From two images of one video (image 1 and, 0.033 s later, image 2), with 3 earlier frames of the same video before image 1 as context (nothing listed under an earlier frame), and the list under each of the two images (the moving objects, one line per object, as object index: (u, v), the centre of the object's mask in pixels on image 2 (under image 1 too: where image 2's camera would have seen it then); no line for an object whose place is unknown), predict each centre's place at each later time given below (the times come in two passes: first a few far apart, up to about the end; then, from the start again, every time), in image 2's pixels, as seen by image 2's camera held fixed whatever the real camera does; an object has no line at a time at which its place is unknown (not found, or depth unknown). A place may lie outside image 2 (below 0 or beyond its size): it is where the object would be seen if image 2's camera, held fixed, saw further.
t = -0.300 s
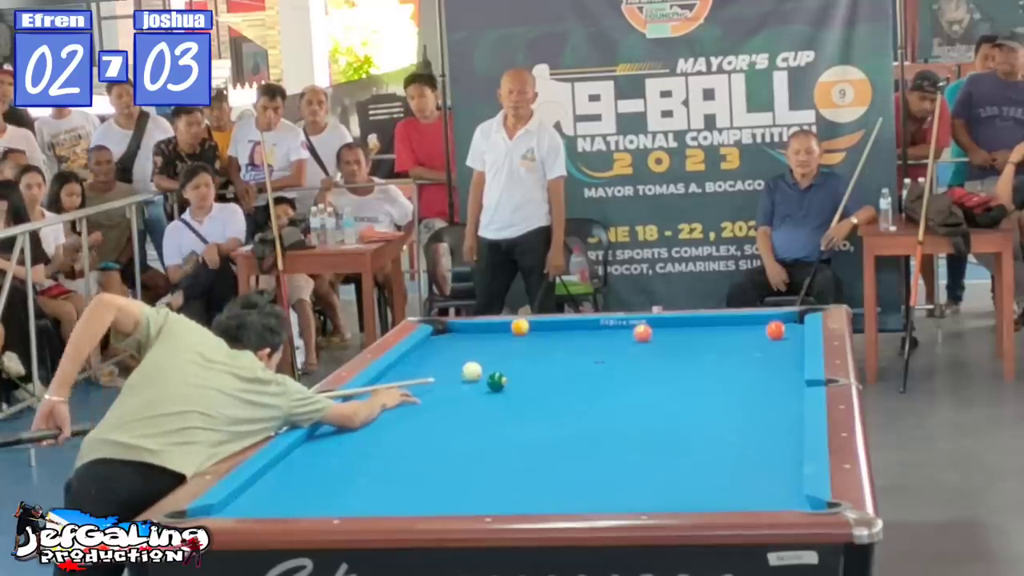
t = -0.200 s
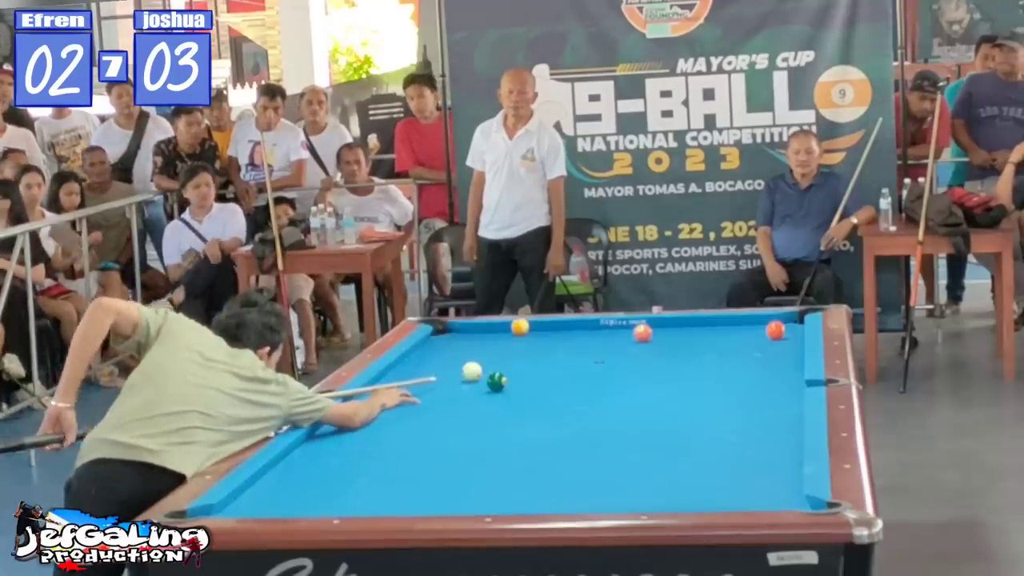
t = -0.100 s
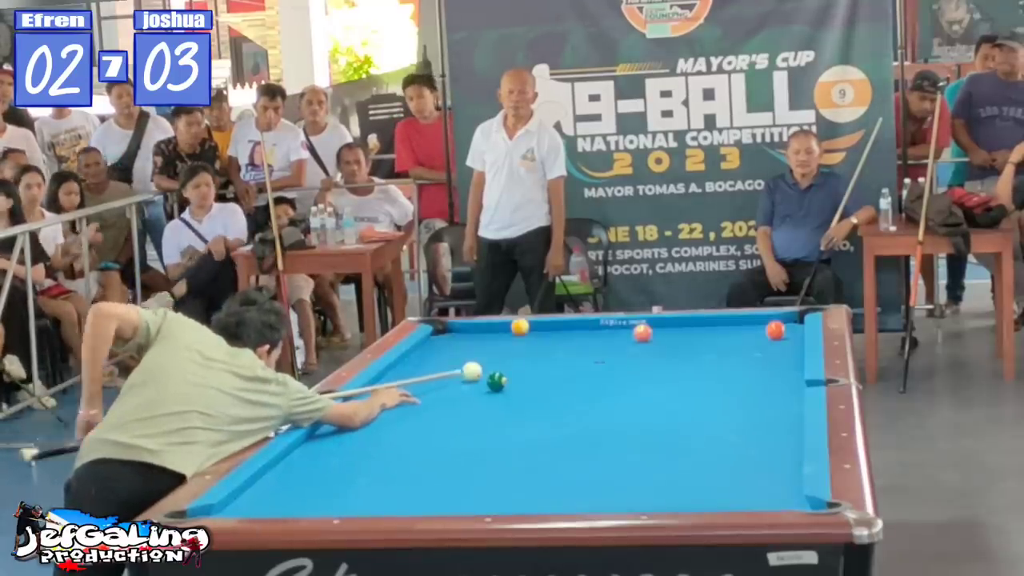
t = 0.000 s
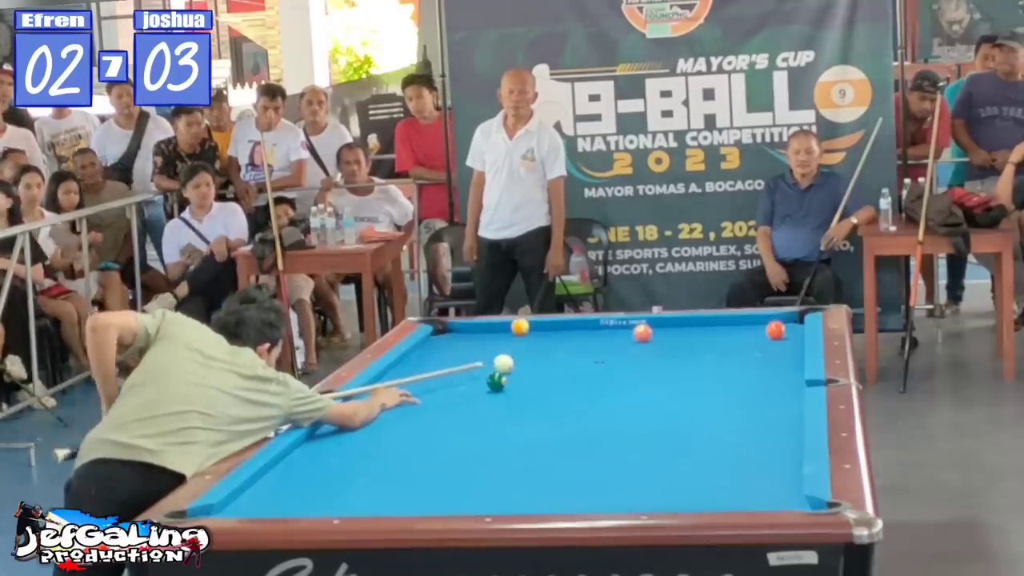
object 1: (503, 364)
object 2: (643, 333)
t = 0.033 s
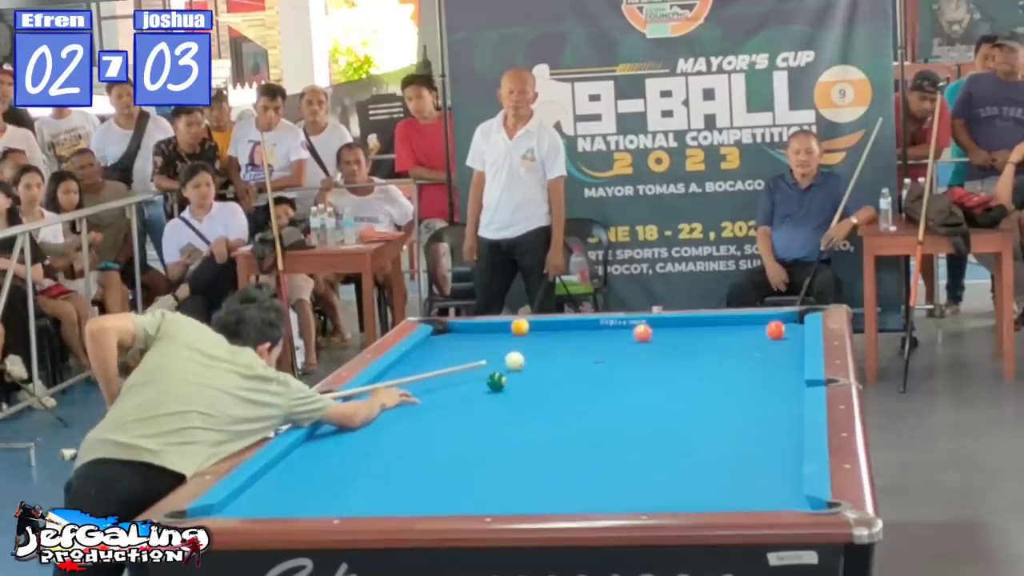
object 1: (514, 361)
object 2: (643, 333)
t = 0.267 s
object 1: (585, 344)
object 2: (642, 333)
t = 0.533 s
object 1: (622, 330)
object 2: (678, 329)
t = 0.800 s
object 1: (625, 322)
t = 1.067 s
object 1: (620, 327)
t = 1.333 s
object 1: (615, 331)
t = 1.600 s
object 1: (610, 336)
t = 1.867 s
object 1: (605, 341)
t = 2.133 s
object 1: (600, 344)
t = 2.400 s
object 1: (595, 348)
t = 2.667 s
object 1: (591, 352)
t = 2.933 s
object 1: (586, 355)
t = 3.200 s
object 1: (581, 358)
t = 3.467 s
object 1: (577, 361)
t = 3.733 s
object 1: (573, 363)
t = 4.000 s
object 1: (569, 365)
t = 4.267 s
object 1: (566, 367)
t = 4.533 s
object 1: (563, 368)
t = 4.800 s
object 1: (561, 369)
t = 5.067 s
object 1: (559, 370)
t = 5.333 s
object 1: (557, 370)
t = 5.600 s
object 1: (557, 370)
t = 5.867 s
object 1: (557, 370)
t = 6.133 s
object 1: (557, 370)
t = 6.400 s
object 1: (557, 370)
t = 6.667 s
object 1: (557, 370)
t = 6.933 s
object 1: (557, 370)
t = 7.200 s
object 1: (557, 370)
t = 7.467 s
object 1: (557, 370)
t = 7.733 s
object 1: (557, 370)
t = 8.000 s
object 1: (557, 370)
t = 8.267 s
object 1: (557, 370)
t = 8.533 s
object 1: (557, 370)
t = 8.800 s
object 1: (557, 370)
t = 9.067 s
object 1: (557, 370)
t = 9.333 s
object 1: (557, 370)
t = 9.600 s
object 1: (557, 370)
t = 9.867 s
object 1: (557, 370)
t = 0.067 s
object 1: (525, 359)
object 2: (643, 333)
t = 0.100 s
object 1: (535, 356)
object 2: (642, 333)
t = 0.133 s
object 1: (546, 354)
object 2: (642, 333)
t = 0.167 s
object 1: (556, 351)
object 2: (642, 333)
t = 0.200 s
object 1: (565, 349)
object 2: (642, 333)
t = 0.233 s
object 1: (576, 346)
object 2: (642, 333)
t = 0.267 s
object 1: (585, 344)
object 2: (642, 333)
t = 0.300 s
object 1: (595, 342)
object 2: (642, 333)
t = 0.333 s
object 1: (604, 339)
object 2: (642, 333)
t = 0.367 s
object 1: (614, 337)
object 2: (642, 333)
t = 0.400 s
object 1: (623, 335)
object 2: (643, 333)
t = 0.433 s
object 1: (624, 334)
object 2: (650, 332)
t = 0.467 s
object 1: (623, 333)
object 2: (660, 331)
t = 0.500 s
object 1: (622, 332)
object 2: (669, 330)
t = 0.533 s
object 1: (622, 330)
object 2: (678, 329)
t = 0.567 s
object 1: (623, 329)
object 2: (686, 328)
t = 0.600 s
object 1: (623, 328)
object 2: (693, 328)
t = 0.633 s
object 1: (623, 327)
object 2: (700, 327)
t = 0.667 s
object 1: (624, 326)
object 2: (707, 326)
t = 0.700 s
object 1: (624, 325)
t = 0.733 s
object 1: (625, 323)
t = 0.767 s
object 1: (625, 322)
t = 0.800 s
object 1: (625, 322)
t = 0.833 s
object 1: (625, 322)
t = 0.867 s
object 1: (624, 323)
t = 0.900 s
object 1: (624, 324)
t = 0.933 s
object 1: (623, 324)
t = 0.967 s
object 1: (622, 325)
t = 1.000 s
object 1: (622, 325)
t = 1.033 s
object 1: (621, 326)
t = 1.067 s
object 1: (620, 327)
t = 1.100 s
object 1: (619, 327)
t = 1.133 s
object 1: (619, 328)
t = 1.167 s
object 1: (618, 328)
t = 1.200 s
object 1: (618, 329)
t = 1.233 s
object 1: (617, 329)
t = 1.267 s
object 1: (616, 330)
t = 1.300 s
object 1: (616, 331)
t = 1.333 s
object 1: (615, 331)
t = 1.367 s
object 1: (615, 332)
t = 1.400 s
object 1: (614, 332)
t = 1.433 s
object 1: (613, 333)
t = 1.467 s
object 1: (613, 334)
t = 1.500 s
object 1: (612, 334)
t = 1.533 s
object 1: (611, 335)
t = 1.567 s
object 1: (611, 335)
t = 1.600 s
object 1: (610, 336)
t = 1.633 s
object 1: (610, 336)
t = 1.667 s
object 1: (609, 337)
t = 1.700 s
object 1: (608, 337)
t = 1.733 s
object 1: (608, 338)
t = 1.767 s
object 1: (607, 338)
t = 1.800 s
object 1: (607, 339)
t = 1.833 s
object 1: (606, 339)
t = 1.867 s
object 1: (605, 341)
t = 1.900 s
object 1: (604, 341)
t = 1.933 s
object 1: (604, 341)
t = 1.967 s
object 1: (603, 342)
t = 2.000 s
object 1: (603, 342)
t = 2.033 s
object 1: (602, 343)
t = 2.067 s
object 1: (601, 343)
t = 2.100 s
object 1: (601, 344)
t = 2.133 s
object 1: (600, 344)
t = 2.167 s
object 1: (599, 345)
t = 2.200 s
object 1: (599, 346)
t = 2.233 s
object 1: (598, 346)
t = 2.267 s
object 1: (598, 346)
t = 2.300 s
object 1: (597, 347)
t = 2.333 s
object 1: (597, 347)
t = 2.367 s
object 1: (596, 348)
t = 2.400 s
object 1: (595, 348)
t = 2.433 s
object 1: (595, 349)
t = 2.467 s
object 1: (594, 349)
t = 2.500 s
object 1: (593, 350)
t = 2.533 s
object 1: (593, 350)
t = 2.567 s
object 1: (592, 351)
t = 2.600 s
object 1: (592, 351)
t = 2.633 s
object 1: (591, 351)
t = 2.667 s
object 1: (591, 352)
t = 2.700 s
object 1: (590, 352)
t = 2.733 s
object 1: (589, 353)
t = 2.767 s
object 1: (589, 353)
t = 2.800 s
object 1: (588, 354)
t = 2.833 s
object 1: (588, 354)
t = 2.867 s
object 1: (587, 355)
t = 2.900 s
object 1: (587, 355)
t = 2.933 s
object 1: (586, 355)
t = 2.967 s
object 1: (585, 356)
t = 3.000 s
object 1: (585, 356)
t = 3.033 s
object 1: (584, 357)
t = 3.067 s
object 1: (584, 357)
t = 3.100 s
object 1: (583, 357)
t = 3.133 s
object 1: (582, 358)
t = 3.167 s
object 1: (582, 358)
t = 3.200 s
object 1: (581, 358)
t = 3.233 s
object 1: (581, 359)
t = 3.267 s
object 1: (580, 359)
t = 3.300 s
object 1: (579, 360)
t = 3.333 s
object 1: (579, 360)
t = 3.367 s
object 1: (578, 360)
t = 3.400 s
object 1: (578, 361)
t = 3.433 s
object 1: (577, 361)
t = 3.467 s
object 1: (577, 361)
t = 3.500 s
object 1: (576, 362)
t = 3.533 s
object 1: (576, 362)
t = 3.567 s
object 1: (575, 362)
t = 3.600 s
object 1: (575, 362)
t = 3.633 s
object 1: (574, 363)
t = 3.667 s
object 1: (574, 363)
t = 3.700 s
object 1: (573, 363)
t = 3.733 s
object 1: (573, 363)
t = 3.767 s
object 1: (572, 364)
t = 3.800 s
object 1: (572, 364)
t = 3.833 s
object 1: (571, 364)
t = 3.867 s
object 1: (571, 364)
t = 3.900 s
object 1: (570, 365)
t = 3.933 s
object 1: (570, 365)
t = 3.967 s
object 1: (570, 365)
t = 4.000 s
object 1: (569, 365)
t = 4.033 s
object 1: (569, 366)
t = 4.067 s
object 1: (568, 366)
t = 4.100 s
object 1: (568, 366)
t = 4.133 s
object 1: (567, 366)
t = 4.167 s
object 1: (567, 366)
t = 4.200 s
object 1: (566, 367)
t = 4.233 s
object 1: (566, 367)
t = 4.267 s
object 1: (566, 367)
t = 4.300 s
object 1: (565, 367)
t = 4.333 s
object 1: (565, 368)
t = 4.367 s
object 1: (565, 368)
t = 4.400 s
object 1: (565, 368)
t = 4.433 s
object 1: (564, 368)
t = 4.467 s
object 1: (564, 368)
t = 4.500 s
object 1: (563, 368)
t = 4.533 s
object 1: (563, 368)
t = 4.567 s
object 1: (563, 369)
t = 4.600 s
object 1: (563, 369)
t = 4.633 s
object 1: (562, 369)
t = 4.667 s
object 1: (562, 369)
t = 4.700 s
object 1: (562, 369)
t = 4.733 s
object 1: (561, 369)
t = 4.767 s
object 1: (561, 369)
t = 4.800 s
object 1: (561, 369)
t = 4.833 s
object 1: (561, 369)
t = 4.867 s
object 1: (560, 370)
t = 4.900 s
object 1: (560, 370)
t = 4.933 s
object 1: (559, 370)
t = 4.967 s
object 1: (559, 370)
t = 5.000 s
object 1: (559, 370)
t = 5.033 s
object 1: (559, 370)
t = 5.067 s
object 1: (559, 370)
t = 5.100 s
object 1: (558, 370)
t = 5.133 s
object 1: (558, 370)
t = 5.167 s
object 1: (558, 370)
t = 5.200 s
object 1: (558, 370)
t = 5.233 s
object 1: (558, 370)
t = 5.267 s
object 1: (557, 370)
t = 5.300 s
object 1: (557, 370)
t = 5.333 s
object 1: (557, 370)
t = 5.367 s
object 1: (557, 370)
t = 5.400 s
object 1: (557, 370)
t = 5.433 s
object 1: (557, 370)
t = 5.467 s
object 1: (557, 370)
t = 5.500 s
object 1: (557, 370)
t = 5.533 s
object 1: (557, 370)
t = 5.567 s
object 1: (557, 370)
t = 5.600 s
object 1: (557, 370)
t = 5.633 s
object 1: (557, 370)
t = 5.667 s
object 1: (557, 370)
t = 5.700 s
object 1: (557, 370)
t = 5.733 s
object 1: (557, 370)
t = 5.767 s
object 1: (557, 370)
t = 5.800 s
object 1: (557, 370)
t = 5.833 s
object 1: (557, 370)
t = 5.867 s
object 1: (557, 370)
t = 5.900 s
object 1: (557, 370)
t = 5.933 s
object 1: (557, 370)
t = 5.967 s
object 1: (557, 370)
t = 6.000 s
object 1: (557, 370)
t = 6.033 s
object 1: (557, 370)
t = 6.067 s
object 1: (557, 370)
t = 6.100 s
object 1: (557, 370)
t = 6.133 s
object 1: (557, 370)
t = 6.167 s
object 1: (557, 370)
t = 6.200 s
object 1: (557, 370)
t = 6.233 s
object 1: (557, 370)
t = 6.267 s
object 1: (557, 370)
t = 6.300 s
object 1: (557, 370)
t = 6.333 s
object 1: (557, 370)
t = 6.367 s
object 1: (557, 370)
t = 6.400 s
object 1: (557, 370)
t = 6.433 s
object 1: (557, 370)
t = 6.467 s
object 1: (557, 370)
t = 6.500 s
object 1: (557, 370)
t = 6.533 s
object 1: (557, 370)
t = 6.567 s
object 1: (557, 370)
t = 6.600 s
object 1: (557, 370)
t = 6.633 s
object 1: (557, 370)
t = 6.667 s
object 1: (557, 370)
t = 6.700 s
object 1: (557, 370)
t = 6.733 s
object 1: (557, 370)
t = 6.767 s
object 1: (557, 370)
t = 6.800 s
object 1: (557, 370)
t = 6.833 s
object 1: (557, 370)
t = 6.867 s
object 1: (557, 370)
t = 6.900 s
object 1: (557, 370)
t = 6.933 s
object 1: (557, 370)
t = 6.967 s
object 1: (557, 370)
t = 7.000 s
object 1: (557, 370)
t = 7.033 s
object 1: (557, 370)
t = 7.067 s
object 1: (557, 370)
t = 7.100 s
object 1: (557, 370)
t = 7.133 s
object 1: (557, 370)
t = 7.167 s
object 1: (557, 370)
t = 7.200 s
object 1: (557, 370)
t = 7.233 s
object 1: (557, 370)
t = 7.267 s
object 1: (557, 370)
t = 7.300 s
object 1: (557, 370)
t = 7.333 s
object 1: (557, 370)
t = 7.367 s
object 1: (557, 370)
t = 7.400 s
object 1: (557, 370)
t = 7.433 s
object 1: (557, 370)
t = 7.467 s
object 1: (557, 370)
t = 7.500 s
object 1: (557, 370)
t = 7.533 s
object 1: (557, 370)
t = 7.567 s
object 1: (557, 370)
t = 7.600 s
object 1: (557, 370)
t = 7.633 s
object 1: (557, 370)
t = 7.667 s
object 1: (557, 370)
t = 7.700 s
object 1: (557, 370)
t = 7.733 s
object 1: (557, 370)
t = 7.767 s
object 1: (557, 370)
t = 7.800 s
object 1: (557, 370)
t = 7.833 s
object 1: (557, 370)
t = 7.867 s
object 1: (557, 370)
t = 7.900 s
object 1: (557, 370)
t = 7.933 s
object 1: (557, 370)
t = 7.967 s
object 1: (557, 370)
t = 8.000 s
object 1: (557, 370)
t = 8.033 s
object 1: (557, 370)
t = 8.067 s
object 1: (557, 370)
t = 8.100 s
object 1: (557, 370)
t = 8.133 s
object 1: (557, 370)
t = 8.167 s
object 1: (557, 370)
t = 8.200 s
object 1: (557, 370)
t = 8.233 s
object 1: (557, 370)
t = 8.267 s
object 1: (557, 370)
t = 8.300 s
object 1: (557, 370)
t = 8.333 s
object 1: (557, 370)
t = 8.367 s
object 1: (557, 370)
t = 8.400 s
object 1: (557, 370)
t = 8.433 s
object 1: (557, 370)
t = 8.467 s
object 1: (557, 370)
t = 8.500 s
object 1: (557, 370)
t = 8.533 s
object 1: (557, 370)
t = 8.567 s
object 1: (557, 370)
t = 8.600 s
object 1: (557, 370)
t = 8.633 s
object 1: (557, 370)
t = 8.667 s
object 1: (557, 370)
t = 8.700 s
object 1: (557, 370)
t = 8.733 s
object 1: (557, 370)
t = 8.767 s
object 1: (557, 370)
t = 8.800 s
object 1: (557, 370)
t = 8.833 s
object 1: (557, 370)
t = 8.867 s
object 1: (557, 370)
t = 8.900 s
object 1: (557, 370)
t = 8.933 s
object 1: (557, 370)
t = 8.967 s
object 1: (557, 370)
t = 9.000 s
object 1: (557, 370)
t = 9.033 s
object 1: (557, 370)
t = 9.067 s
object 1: (557, 370)
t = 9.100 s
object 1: (557, 370)
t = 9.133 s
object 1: (557, 370)
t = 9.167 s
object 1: (557, 370)
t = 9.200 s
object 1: (557, 370)
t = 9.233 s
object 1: (557, 370)
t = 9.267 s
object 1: (557, 370)
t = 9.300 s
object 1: (557, 370)
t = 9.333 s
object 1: (557, 370)
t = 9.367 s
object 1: (557, 370)
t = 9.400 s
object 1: (557, 370)
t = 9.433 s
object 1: (557, 370)
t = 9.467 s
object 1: (557, 370)
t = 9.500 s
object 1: (557, 370)
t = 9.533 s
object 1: (557, 370)
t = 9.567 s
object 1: (557, 370)
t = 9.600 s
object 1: (557, 370)
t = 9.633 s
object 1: (557, 370)
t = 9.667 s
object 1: (557, 370)
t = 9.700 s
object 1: (557, 370)
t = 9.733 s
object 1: (557, 370)
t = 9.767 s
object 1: (557, 370)
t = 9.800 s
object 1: (557, 370)
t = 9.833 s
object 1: (557, 370)
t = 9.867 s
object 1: (557, 370)
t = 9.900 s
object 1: (557, 370)
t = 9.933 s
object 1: (557, 370)
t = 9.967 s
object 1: (557, 370)
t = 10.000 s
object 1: (557, 370)
